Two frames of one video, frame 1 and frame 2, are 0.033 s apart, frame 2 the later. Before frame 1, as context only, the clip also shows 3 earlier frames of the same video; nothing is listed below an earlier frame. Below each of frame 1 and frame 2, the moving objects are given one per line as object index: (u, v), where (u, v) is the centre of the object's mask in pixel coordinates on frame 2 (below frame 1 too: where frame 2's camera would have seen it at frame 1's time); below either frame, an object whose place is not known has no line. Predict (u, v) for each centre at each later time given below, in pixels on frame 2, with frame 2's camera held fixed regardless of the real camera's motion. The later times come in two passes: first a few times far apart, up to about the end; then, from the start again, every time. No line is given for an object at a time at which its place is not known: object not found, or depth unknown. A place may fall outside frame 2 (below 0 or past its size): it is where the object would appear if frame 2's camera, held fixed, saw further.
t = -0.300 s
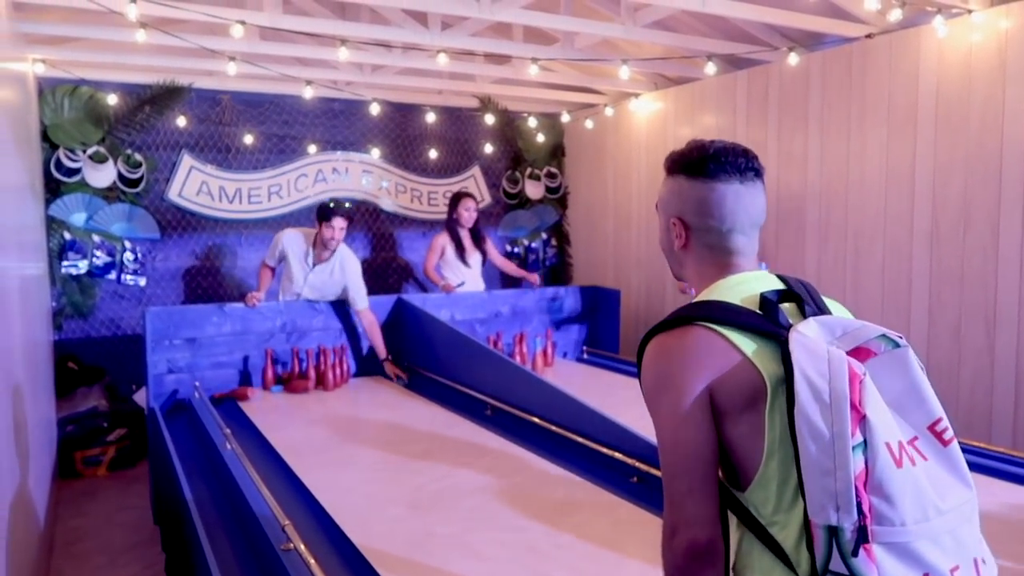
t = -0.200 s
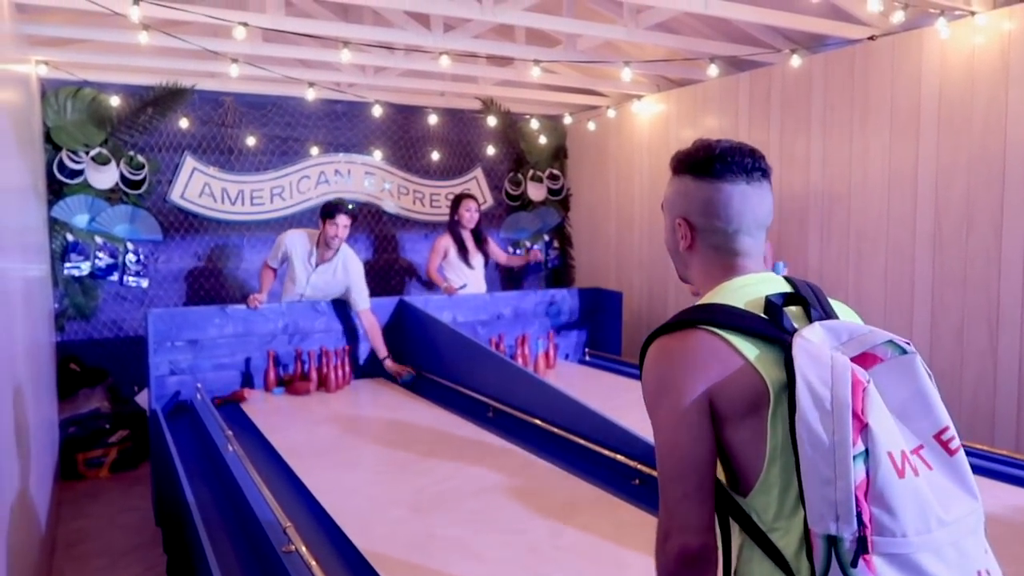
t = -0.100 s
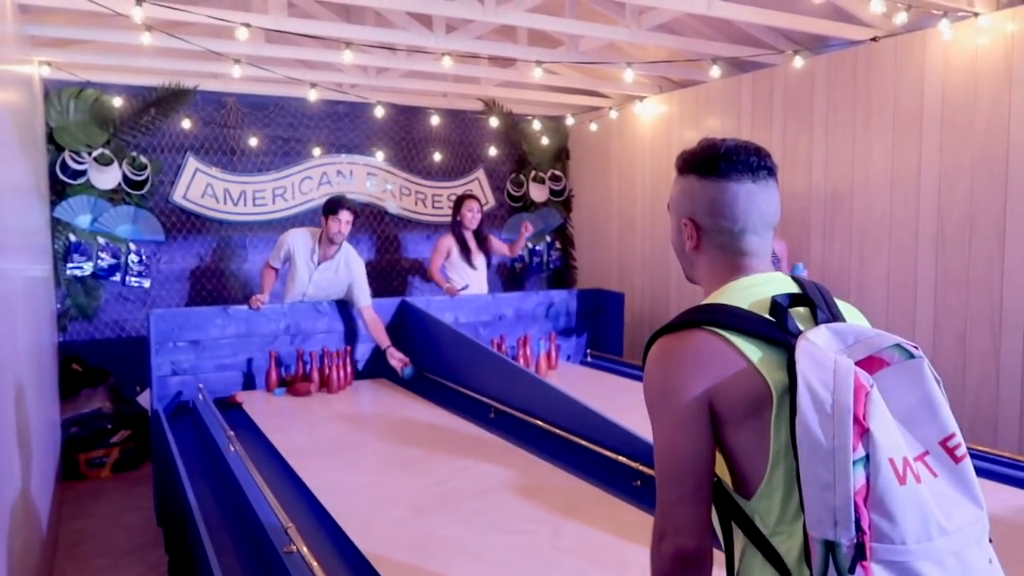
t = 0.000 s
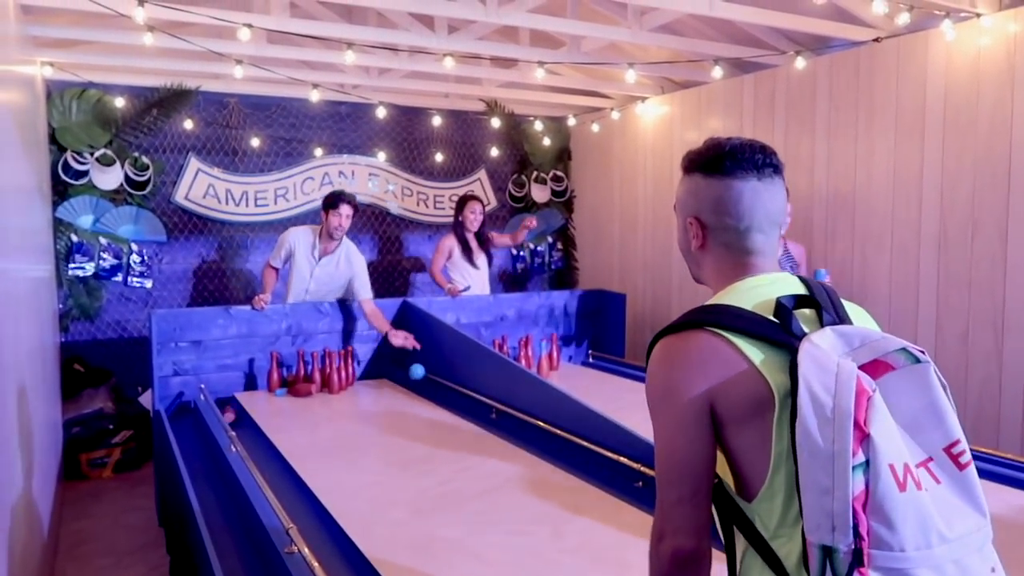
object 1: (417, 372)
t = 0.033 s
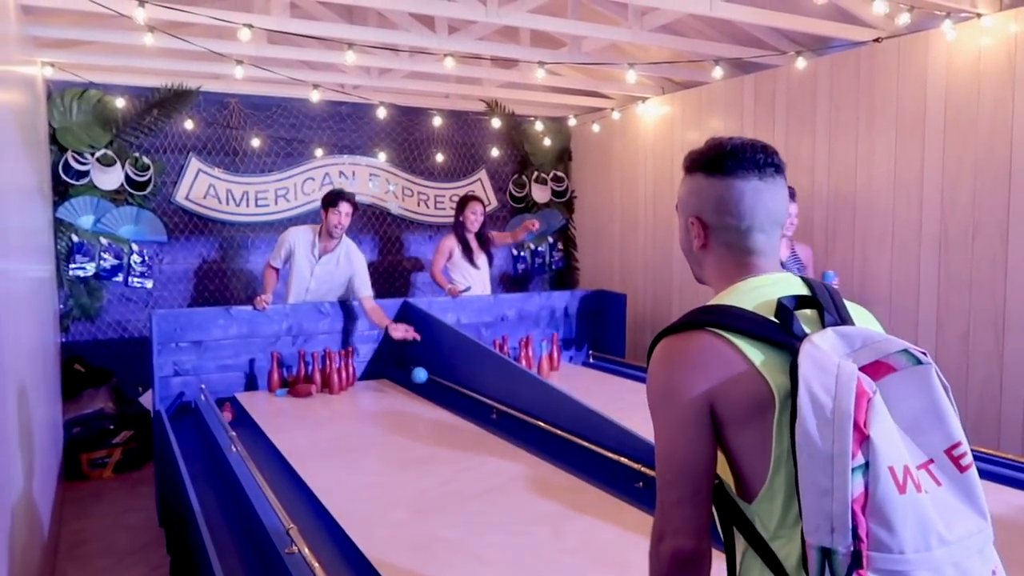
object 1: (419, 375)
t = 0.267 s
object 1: (437, 410)
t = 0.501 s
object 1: (463, 431)
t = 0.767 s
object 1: (498, 459)
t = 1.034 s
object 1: (544, 495)
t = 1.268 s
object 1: (600, 538)
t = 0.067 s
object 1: (421, 381)
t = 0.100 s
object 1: (424, 389)
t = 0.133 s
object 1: (426, 399)
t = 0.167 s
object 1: (429, 400)
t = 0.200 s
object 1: (431, 400)
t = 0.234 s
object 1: (434, 403)
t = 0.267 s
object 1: (437, 410)
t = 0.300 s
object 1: (440, 413)
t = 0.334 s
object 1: (444, 414)
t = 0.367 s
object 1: (447, 418)
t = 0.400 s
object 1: (451, 422)
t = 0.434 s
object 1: (455, 425)
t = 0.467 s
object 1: (459, 428)
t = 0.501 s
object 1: (463, 431)
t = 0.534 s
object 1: (467, 434)
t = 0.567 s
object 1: (471, 438)
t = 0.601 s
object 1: (475, 441)
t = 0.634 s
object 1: (479, 445)
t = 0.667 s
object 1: (484, 448)
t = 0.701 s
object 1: (488, 451)
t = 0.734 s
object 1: (493, 455)
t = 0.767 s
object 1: (498, 459)
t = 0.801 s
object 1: (503, 462)
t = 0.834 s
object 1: (508, 466)
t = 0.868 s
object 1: (514, 471)
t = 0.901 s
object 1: (519, 475)
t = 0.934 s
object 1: (525, 480)
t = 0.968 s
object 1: (532, 485)
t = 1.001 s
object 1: (538, 490)
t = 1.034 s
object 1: (544, 495)
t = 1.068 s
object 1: (552, 501)
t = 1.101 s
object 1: (559, 506)
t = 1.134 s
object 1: (566, 512)
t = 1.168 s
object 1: (574, 518)
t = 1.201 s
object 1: (582, 524)
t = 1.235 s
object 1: (591, 531)
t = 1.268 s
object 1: (600, 538)
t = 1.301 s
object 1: (609, 545)
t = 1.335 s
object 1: (619, 553)
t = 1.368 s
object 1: (629, 561)
